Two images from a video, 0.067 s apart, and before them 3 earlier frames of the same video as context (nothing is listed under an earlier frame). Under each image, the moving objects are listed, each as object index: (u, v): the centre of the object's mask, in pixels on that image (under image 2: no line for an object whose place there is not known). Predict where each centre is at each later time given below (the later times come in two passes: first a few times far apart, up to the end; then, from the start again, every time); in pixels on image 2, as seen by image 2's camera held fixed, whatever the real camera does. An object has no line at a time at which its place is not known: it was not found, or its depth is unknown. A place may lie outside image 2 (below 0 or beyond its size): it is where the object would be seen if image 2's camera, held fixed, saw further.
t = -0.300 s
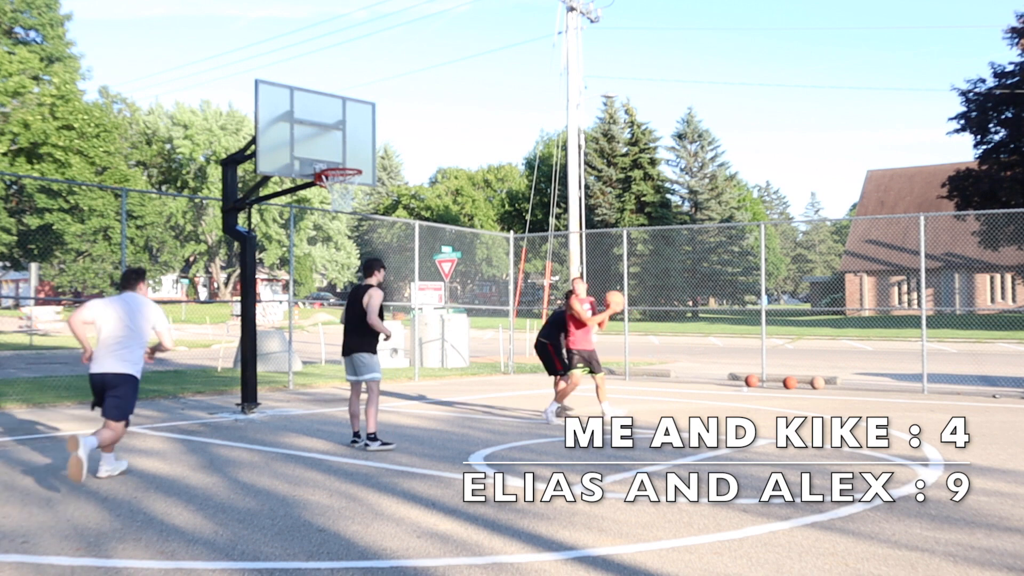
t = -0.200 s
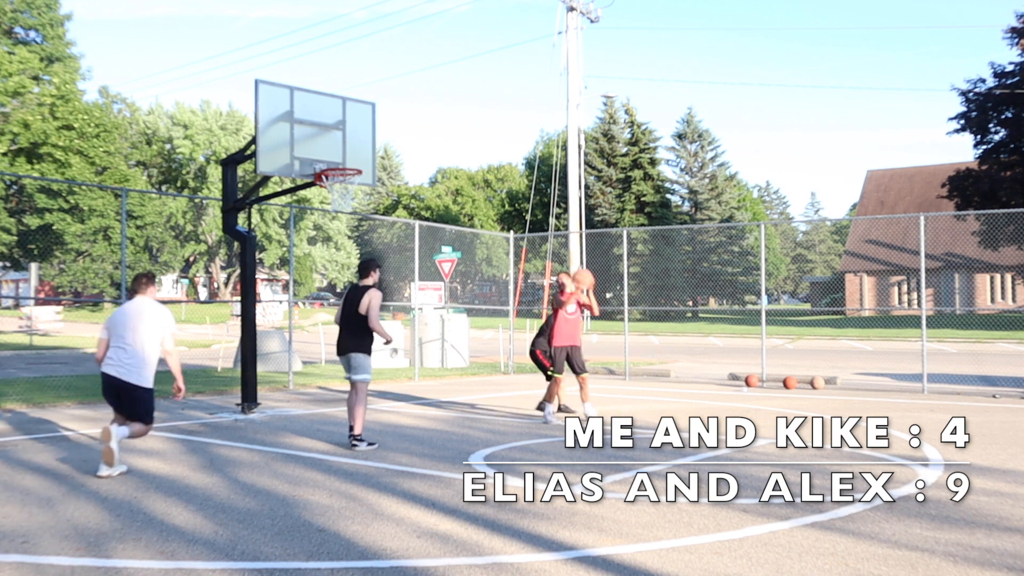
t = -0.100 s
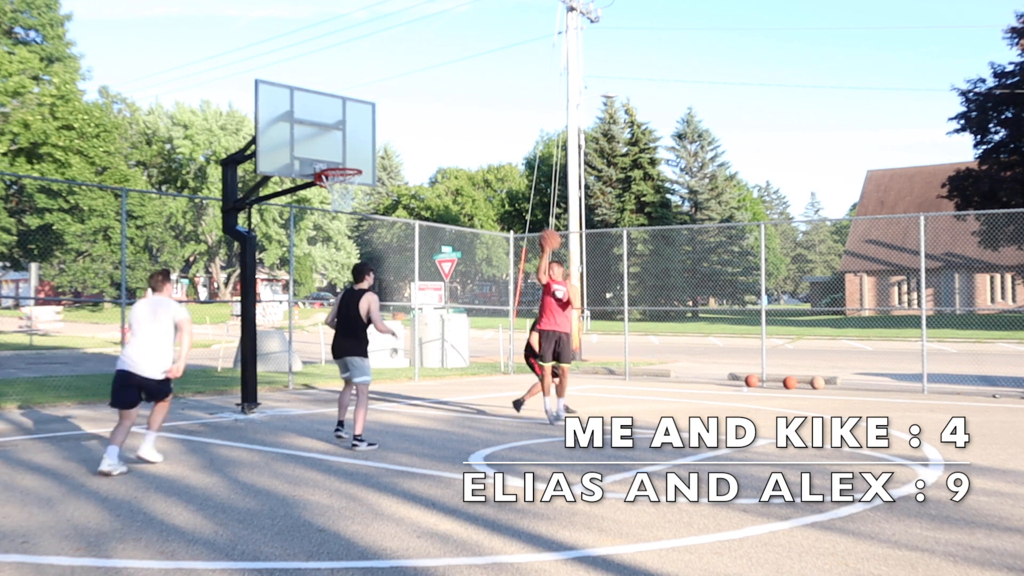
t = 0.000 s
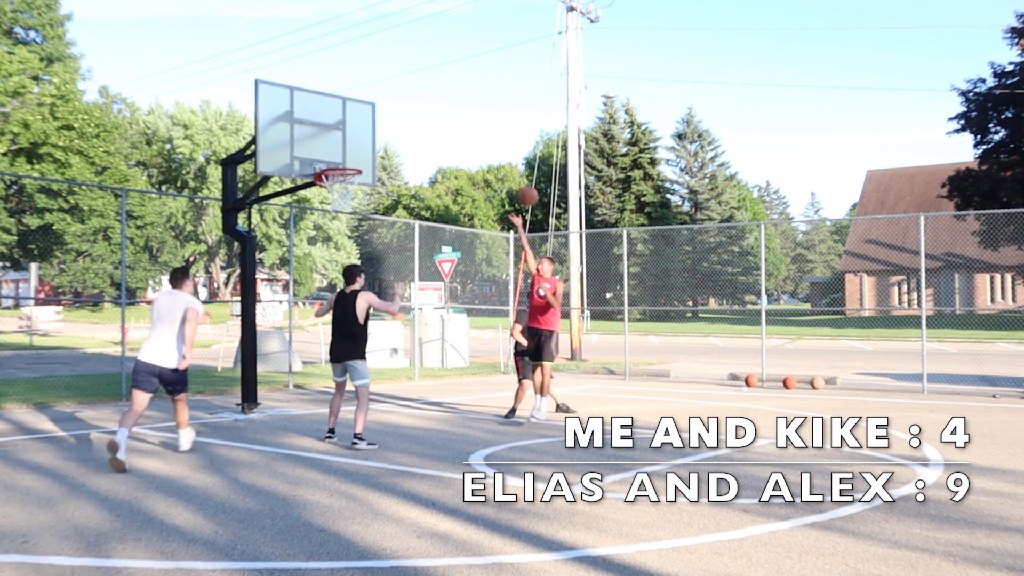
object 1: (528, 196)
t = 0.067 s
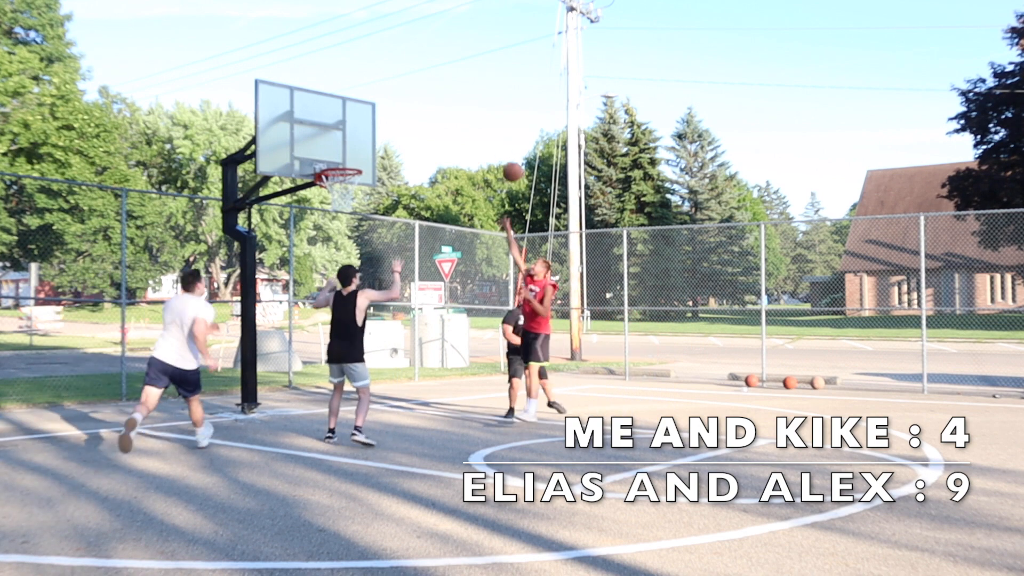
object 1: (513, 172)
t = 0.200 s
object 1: (484, 135)
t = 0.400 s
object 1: (443, 110)
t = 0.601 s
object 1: (404, 117)
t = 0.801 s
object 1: (366, 158)
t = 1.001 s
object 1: (357, 136)
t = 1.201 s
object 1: (352, 135)
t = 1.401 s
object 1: (351, 162)
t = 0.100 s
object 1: (506, 161)
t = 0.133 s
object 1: (498, 152)
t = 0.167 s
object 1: (491, 143)
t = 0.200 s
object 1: (484, 135)
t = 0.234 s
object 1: (477, 129)
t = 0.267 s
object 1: (470, 123)
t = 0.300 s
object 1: (463, 118)
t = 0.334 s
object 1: (457, 114)
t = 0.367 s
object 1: (450, 112)
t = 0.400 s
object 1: (443, 110)
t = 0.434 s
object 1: (436, 109)
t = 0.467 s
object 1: (430, 109)
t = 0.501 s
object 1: (423, 109)
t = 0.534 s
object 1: (417, 111)
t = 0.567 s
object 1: (410, 114)
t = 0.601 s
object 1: (404, 117)
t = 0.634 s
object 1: (397, 122)
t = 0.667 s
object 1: (391, 127)
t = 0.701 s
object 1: (384, 134)
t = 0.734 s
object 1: (378, 141)
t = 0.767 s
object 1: (372, 149)
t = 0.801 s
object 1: (366, 158)
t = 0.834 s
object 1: (362, 161)
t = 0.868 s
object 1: (361, 154)
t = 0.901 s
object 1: (360, 148)
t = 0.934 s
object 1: (359, 143)
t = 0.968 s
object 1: (358, 139)
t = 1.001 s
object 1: (357, 136)
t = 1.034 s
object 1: (356, 133)
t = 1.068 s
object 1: (355, 132)
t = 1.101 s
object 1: (355, 131)
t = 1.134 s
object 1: (354, 132)
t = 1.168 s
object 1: (353, 133)
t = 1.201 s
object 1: (352, 135)
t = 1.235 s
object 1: (352, 138)
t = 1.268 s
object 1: (351, 142)
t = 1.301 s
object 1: (350, 147)
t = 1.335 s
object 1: (350, 152)
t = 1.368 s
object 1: (349, 158)
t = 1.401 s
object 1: (351, 162)
